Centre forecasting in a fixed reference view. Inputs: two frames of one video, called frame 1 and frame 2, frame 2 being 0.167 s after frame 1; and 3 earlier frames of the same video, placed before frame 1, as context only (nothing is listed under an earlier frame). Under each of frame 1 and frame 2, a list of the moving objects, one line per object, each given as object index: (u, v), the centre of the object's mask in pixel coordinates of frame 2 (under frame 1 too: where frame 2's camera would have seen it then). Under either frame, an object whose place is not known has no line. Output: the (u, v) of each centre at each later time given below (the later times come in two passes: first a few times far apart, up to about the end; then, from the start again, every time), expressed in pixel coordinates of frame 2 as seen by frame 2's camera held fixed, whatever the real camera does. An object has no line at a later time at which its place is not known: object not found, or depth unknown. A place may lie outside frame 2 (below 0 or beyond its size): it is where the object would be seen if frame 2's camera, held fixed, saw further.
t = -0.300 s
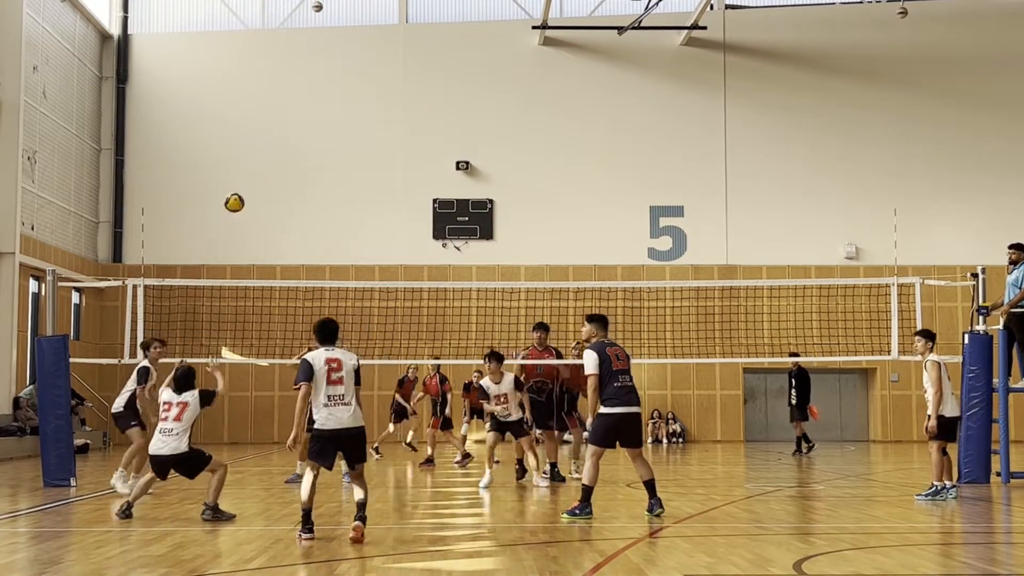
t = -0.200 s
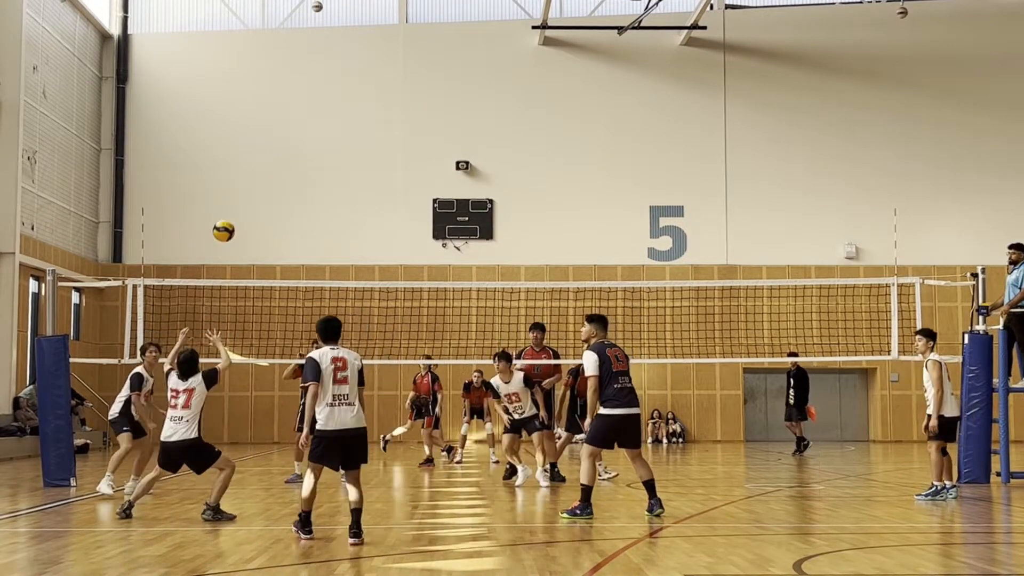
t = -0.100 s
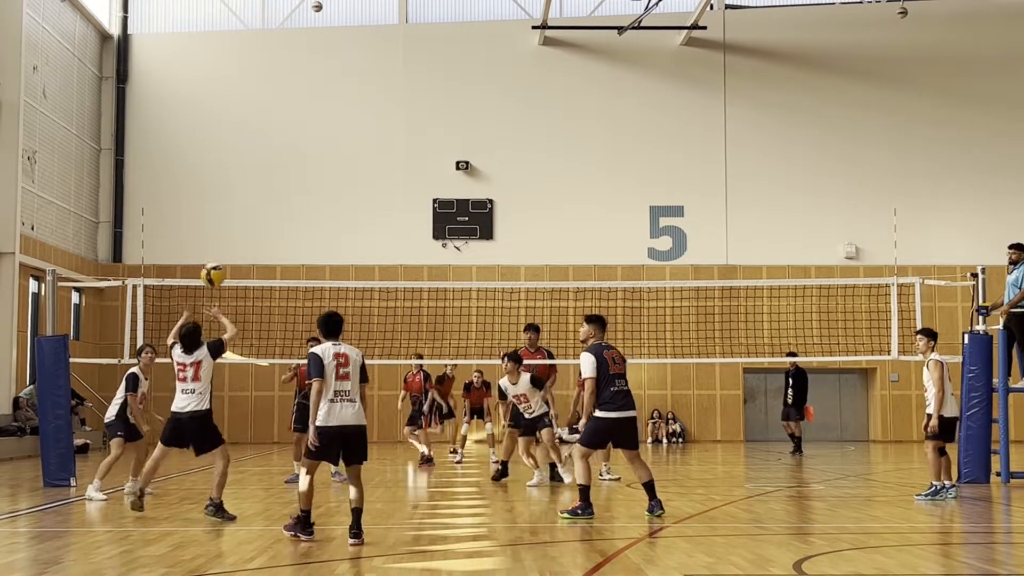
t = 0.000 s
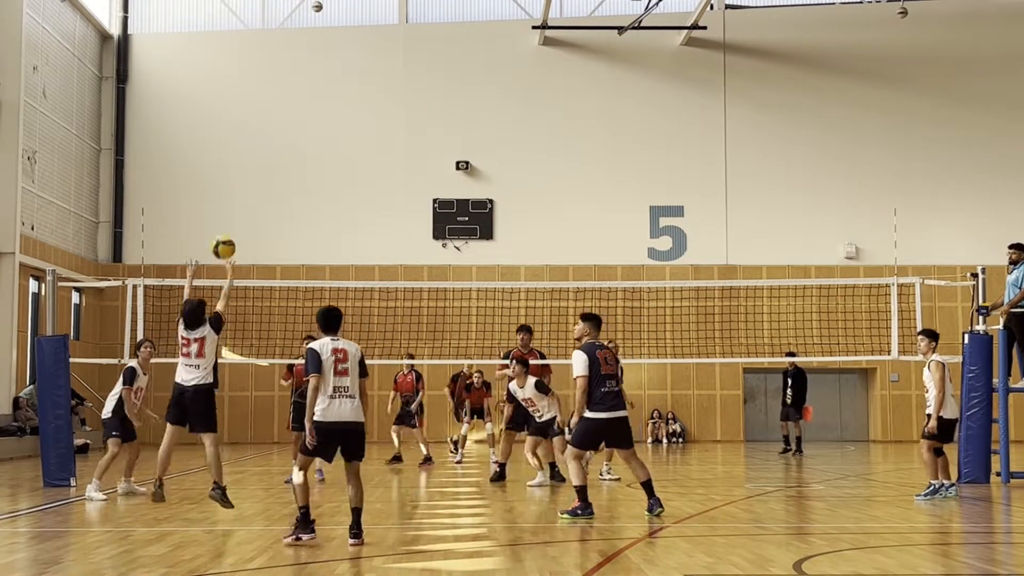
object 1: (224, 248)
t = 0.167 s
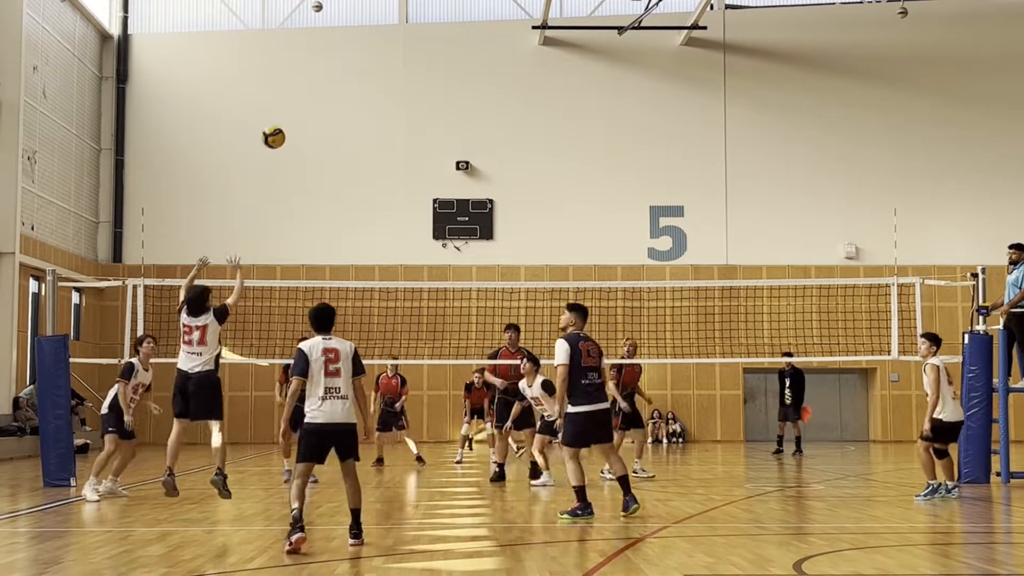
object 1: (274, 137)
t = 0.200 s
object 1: (283, 120)
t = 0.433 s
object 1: (345, 39)
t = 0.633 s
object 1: (392, 18)
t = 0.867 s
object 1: (444, 43)
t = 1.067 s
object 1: (483, 102)
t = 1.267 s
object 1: (518, 192)
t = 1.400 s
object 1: (539, 268)
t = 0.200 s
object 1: (283, 120)
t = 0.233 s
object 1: (292, 105)
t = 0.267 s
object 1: (301, 90)
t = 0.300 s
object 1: (310, 77)
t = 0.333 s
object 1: (319, 66)
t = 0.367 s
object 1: (328, 56)
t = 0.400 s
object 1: (337, 47)
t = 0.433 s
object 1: (345, 39)
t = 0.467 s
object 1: (353, 33)
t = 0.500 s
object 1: (361, 27)
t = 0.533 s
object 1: (369, 23)
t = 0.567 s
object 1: (377, 20)
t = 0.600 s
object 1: (385, 18)
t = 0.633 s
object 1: (392, 18)
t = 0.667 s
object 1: (400, 18)
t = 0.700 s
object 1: (407, 19)
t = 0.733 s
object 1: (415, 22)
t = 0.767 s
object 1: (422, 26)
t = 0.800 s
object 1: (429, 30)
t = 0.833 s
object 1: (436, 36)
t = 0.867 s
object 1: (444, 43)
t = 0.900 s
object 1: (450, 50)
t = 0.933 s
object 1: (457, 59)
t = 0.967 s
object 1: (463, 68)
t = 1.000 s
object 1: (470, 78)
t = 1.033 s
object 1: (476, 89)
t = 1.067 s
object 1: (483, 102)
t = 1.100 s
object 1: (489, 115)
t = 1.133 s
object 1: (495, 129)
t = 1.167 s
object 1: (501, 143)
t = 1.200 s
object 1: (507, 159)
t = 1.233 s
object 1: (512, 175)
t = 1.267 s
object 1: (518, 192)
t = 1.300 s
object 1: (524, 210)
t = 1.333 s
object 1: (529, 229)
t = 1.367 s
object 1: (534, 248)
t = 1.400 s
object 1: (539, 268)
